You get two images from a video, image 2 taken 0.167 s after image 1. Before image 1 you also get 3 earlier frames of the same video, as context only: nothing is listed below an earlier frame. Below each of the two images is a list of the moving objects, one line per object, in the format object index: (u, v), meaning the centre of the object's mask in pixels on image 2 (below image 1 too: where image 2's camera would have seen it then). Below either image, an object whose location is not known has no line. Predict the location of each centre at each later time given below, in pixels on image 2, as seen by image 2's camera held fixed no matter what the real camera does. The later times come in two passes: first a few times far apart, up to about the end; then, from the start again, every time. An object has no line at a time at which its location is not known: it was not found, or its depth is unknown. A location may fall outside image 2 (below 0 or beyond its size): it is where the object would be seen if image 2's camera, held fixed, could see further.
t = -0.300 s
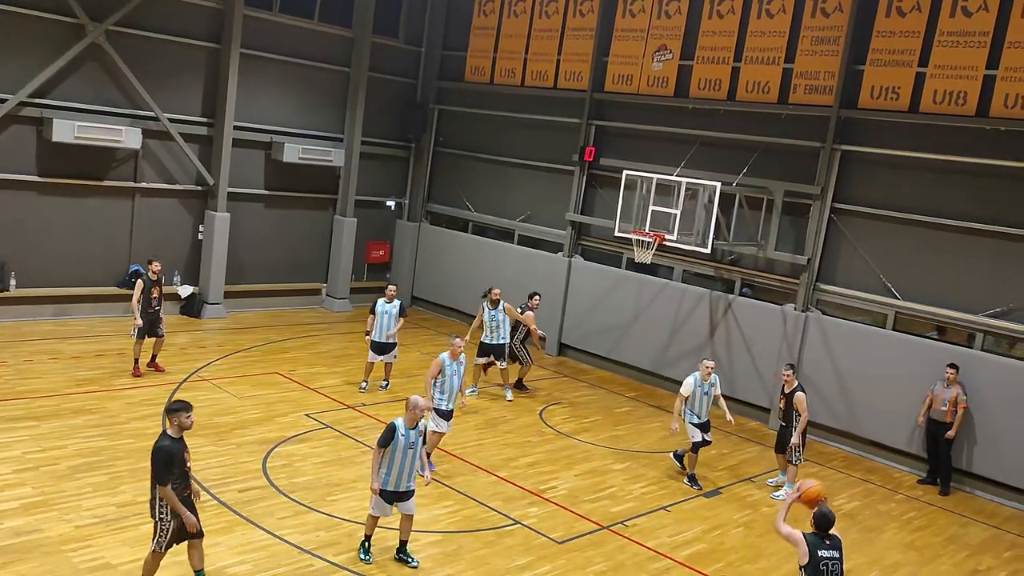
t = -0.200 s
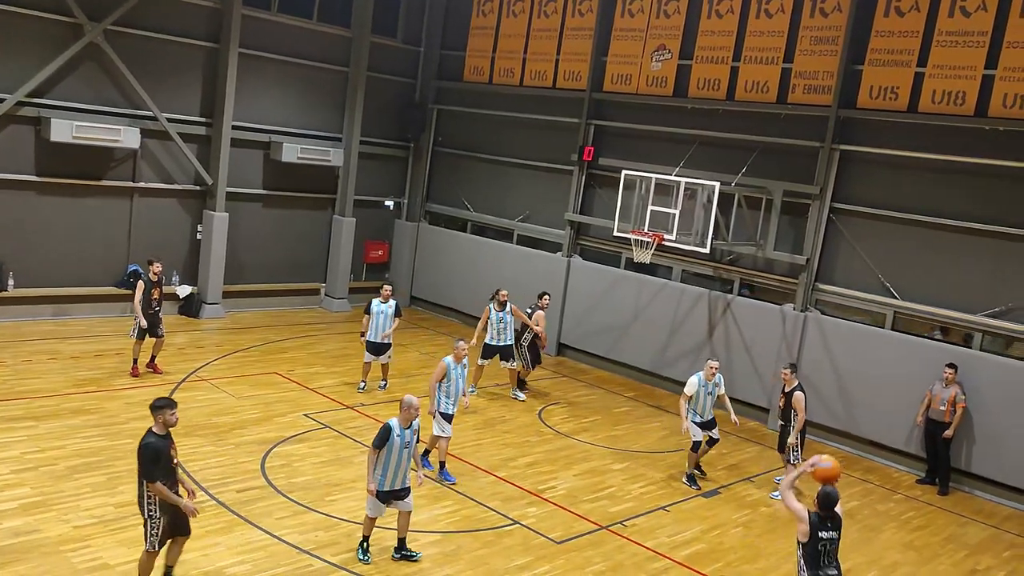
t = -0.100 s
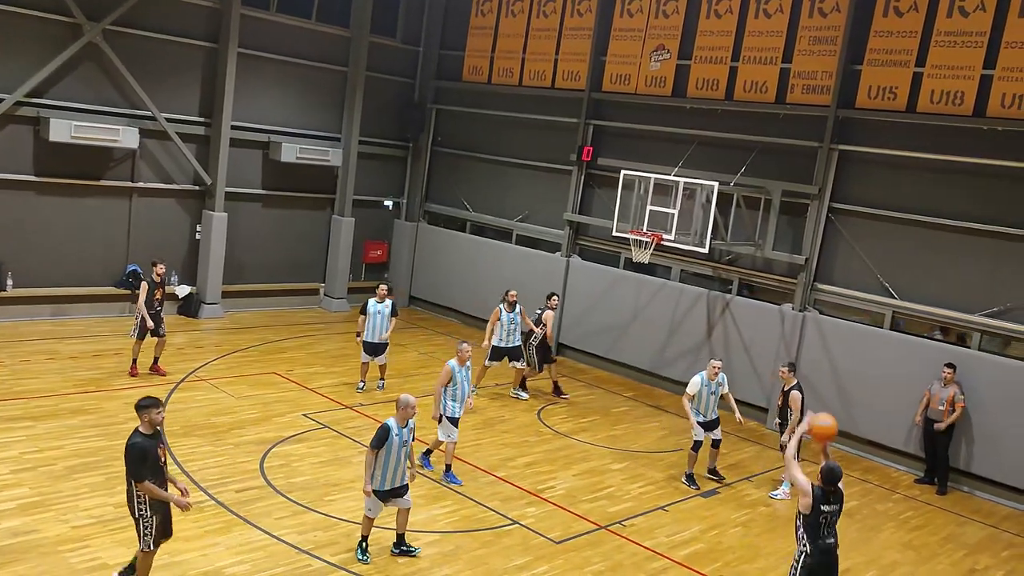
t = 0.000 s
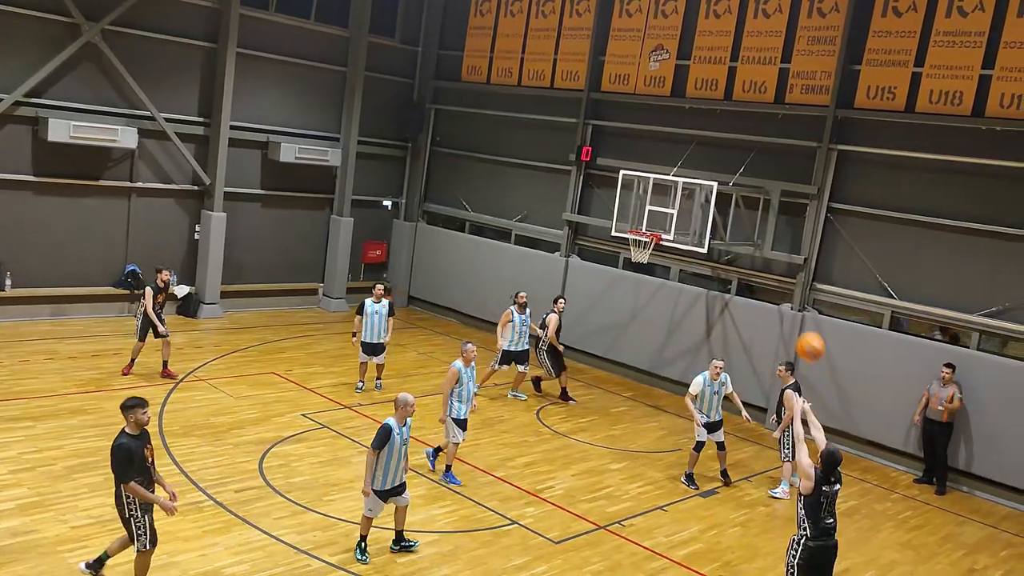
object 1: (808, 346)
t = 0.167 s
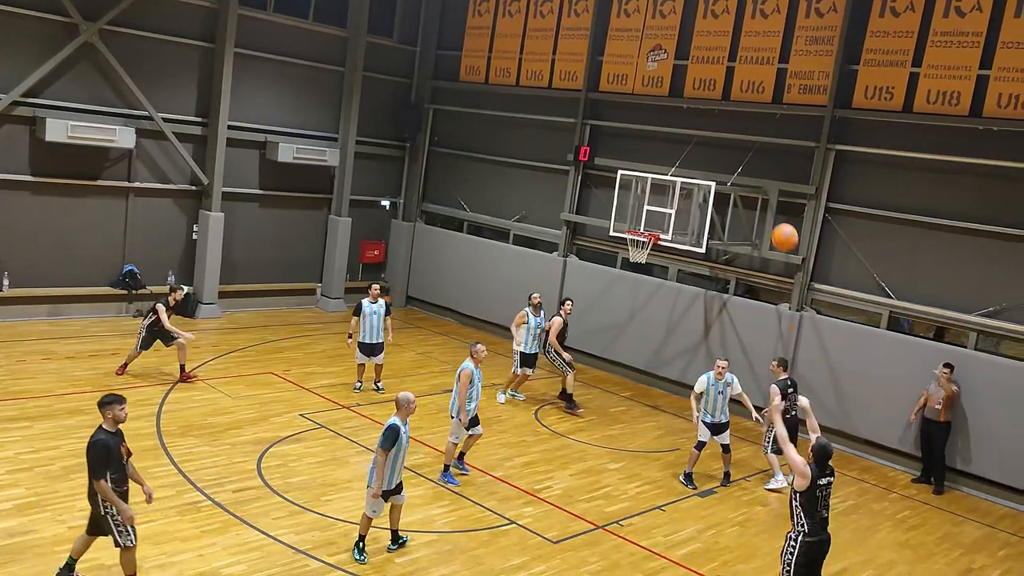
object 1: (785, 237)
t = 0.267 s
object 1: (770, 192)
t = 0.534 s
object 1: (732, 133)
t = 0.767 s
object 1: (699, 136)
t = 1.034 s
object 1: (659, 185)
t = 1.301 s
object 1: (634, 210)
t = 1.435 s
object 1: (627, 198)
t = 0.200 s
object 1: (780, 221)
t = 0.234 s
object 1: (775, 205)
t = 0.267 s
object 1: (770, 192)
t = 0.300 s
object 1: (766, 180)
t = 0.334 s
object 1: (761, 170)
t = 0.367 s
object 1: (757, 161)
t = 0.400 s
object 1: (752, 153)
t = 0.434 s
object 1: (747, 146)
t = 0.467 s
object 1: (742, 141)
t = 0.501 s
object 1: (737, 136)
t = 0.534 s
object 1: (732, 133)
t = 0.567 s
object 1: (728, 131)
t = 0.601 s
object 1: (723, 129)
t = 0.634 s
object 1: (718, 129)
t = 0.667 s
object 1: (713, 130)
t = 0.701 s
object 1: (708, 131)
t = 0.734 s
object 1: (704, 133)
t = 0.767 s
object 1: (699, 136)
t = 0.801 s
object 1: (693, 140)
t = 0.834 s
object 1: (689, 144)
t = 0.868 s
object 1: (684, 149)
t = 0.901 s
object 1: (679, 155)
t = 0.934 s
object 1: (674, 161)
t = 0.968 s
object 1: (669, 168)
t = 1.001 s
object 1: (665, 175)
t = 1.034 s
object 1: (659, 185)
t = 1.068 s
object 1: (655, 193)
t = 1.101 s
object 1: (651, 201)
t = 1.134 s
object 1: (646, 210)
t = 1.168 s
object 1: (641, 221)
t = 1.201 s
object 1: (638, 226)
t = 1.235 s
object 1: (637, 220)
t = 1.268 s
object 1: (635, 215)
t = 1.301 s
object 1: (634, 210)
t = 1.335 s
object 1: (632, 206)
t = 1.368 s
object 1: (631, 203)
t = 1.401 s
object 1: (629, 200)
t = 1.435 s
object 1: (627, 198)
